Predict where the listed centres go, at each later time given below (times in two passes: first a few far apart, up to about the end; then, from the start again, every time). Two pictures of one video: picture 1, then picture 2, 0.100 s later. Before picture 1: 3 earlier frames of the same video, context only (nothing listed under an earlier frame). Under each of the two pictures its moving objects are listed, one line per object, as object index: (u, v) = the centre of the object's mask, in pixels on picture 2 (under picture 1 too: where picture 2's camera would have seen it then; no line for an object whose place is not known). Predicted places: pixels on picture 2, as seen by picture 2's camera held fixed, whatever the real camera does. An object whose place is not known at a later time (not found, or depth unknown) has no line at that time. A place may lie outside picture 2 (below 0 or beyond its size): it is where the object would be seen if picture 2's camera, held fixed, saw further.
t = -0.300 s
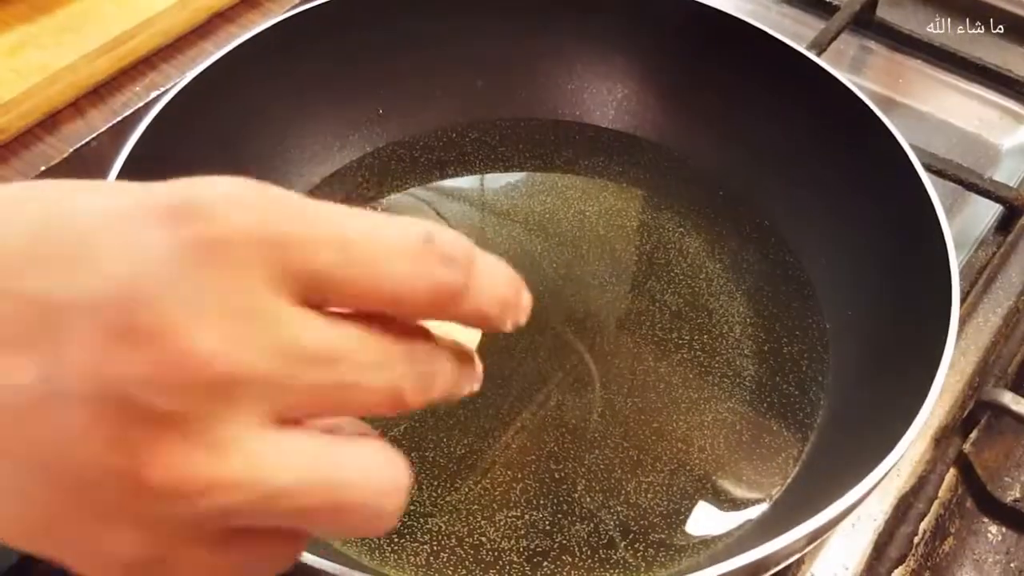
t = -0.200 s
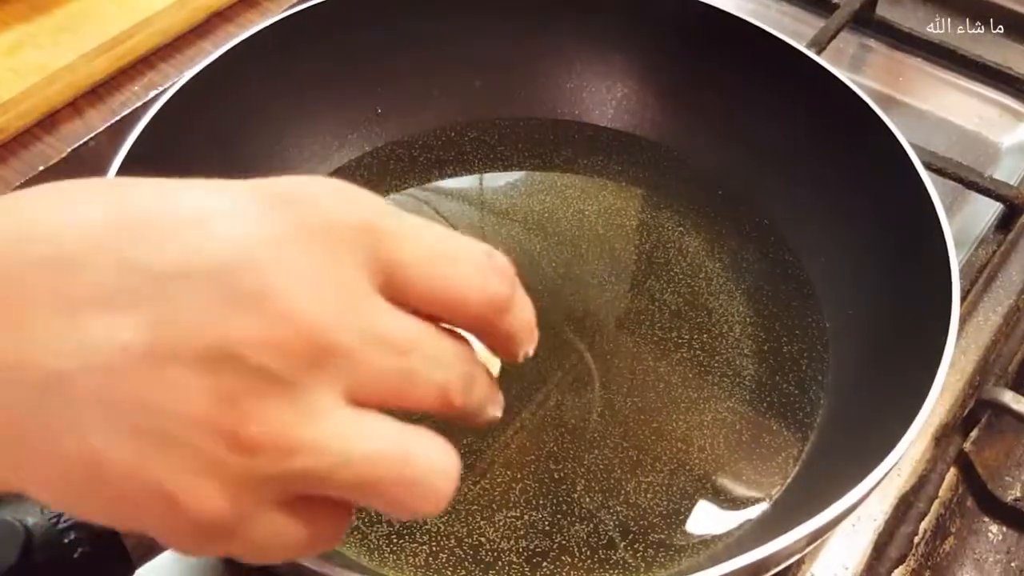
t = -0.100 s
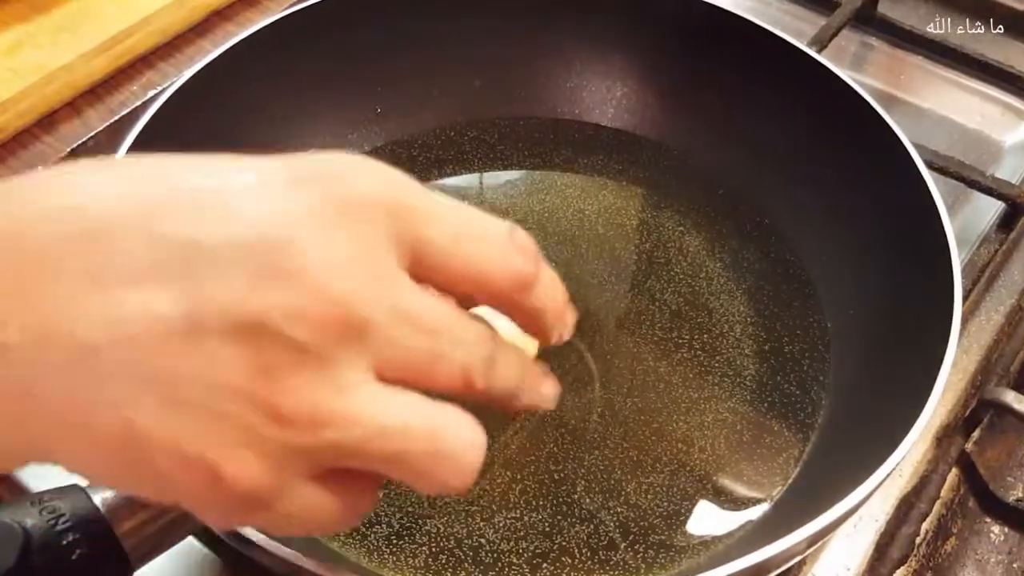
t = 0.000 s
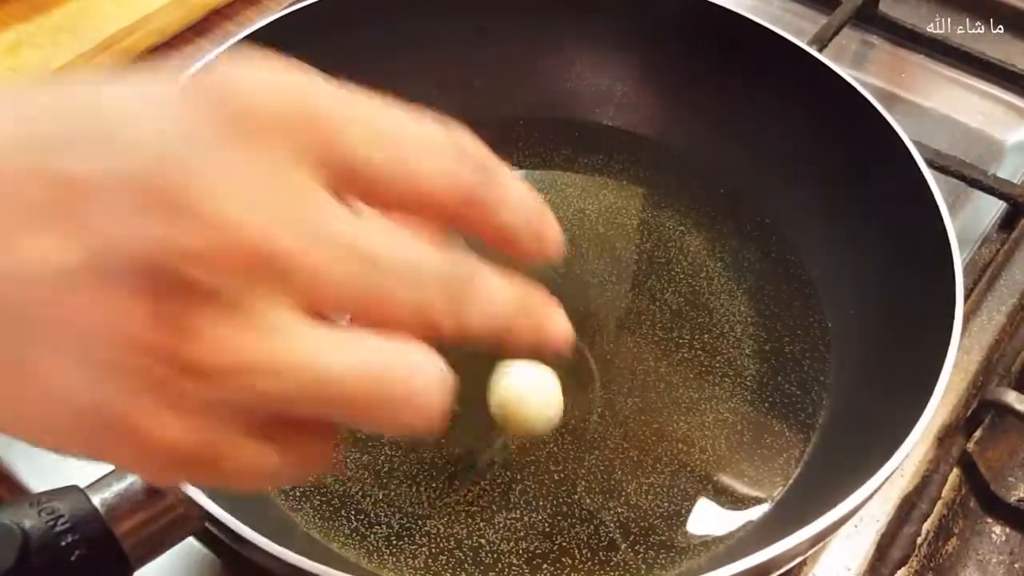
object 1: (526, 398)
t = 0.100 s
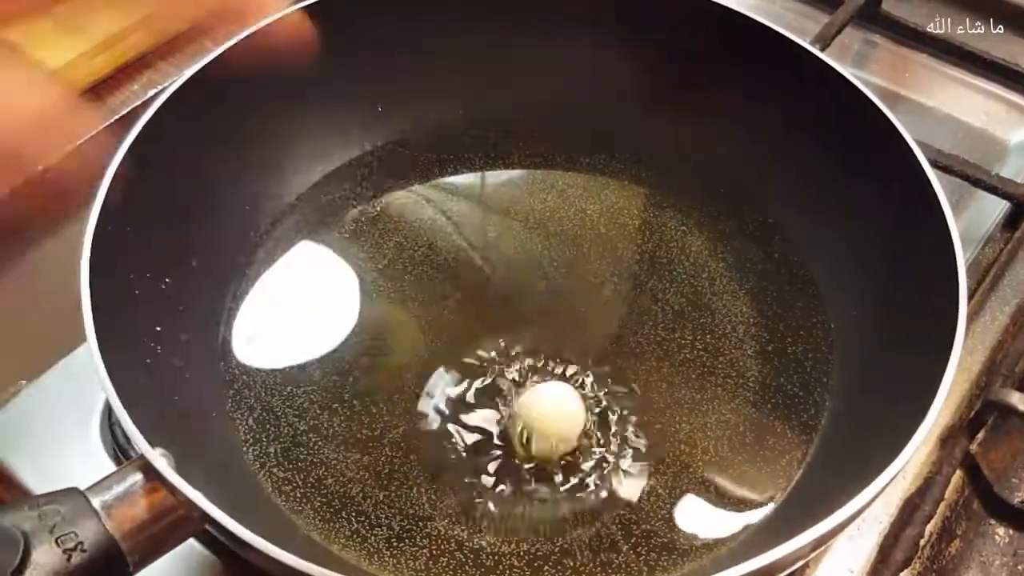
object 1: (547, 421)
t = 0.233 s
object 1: (569, 409)
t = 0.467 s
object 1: (602, 401)
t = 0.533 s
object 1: (606, 401)
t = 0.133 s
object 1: (550, 418)
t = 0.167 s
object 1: (551, 419)
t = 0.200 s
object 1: (561, 408)
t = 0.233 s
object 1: (569, 409)
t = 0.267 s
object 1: (578, 403)
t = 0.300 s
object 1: (585, 404)
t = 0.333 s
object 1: (589, 401)
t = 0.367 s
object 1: (592, 399)
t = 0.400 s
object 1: (596, 399)
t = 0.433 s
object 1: (599, 400)
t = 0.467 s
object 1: (602, 401)
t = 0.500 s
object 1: (604, 402)
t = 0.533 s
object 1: (606, 401)
